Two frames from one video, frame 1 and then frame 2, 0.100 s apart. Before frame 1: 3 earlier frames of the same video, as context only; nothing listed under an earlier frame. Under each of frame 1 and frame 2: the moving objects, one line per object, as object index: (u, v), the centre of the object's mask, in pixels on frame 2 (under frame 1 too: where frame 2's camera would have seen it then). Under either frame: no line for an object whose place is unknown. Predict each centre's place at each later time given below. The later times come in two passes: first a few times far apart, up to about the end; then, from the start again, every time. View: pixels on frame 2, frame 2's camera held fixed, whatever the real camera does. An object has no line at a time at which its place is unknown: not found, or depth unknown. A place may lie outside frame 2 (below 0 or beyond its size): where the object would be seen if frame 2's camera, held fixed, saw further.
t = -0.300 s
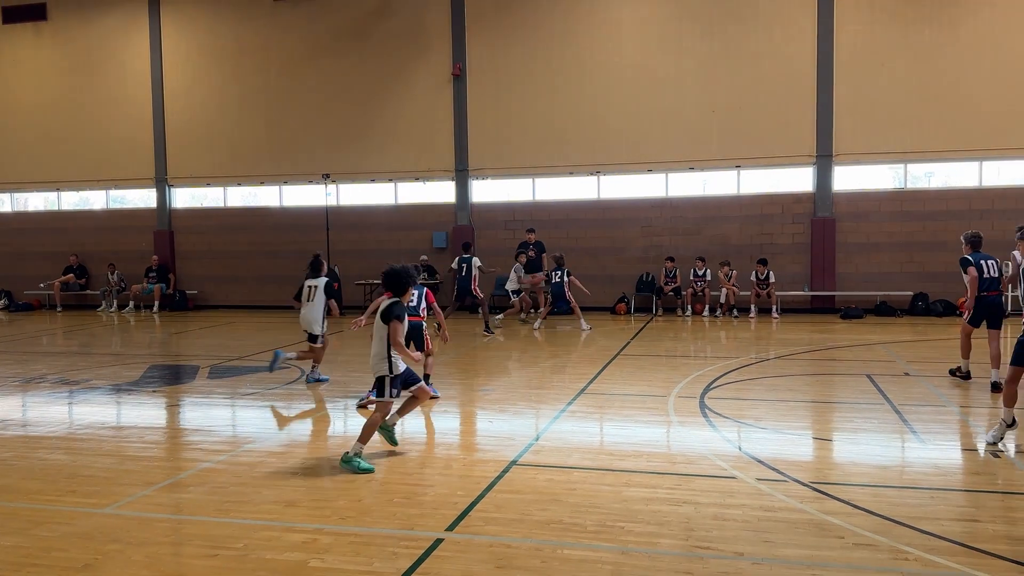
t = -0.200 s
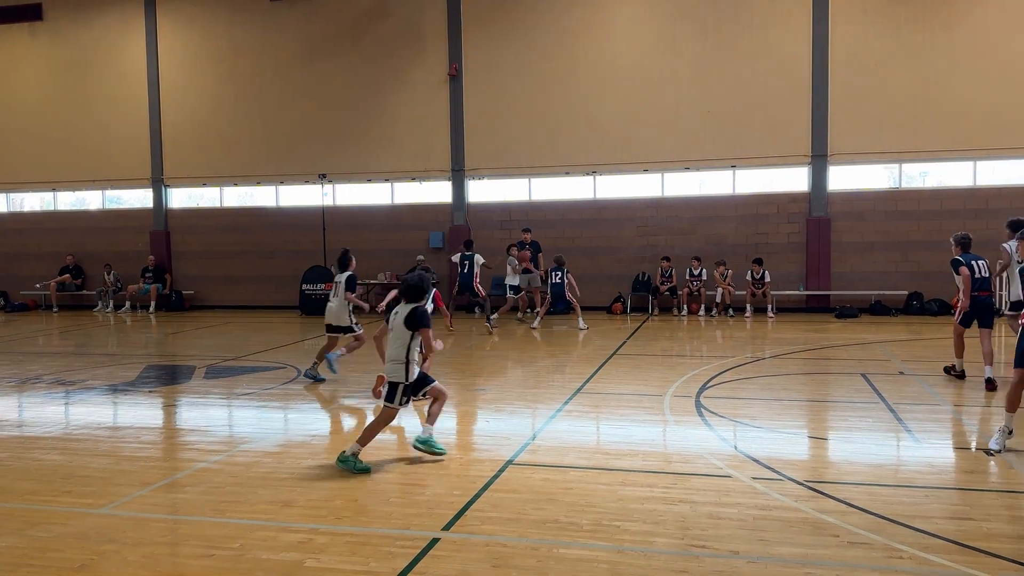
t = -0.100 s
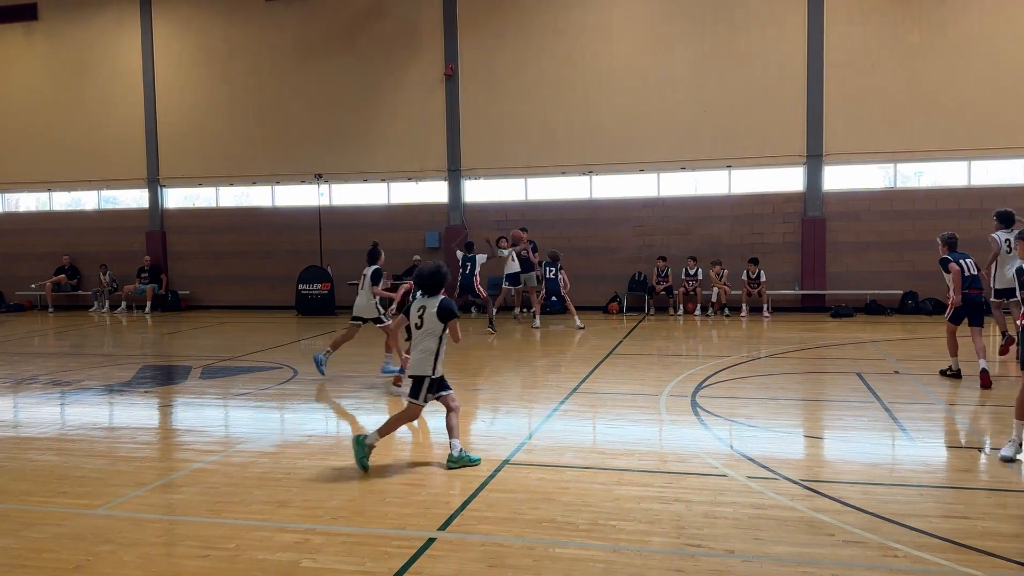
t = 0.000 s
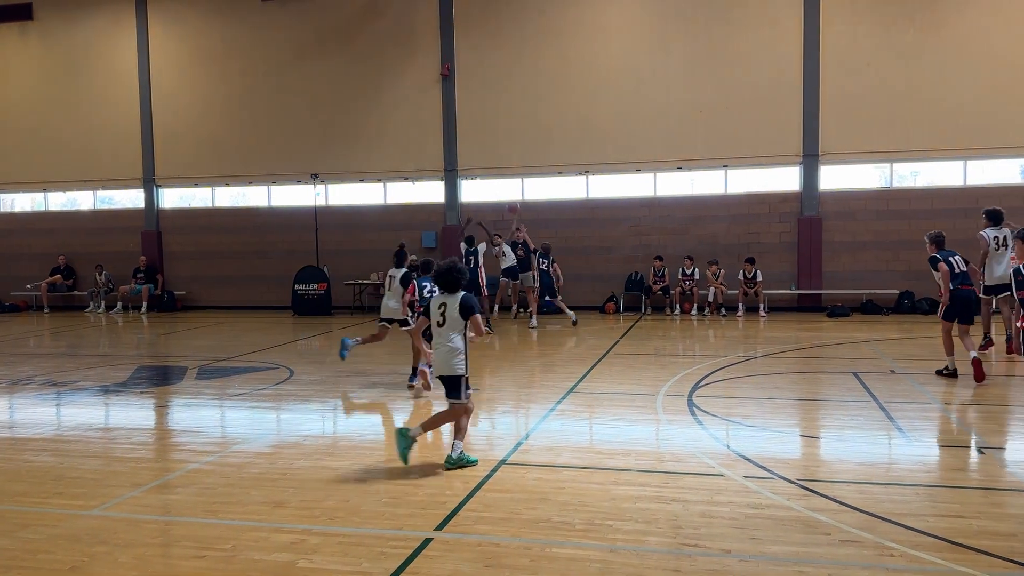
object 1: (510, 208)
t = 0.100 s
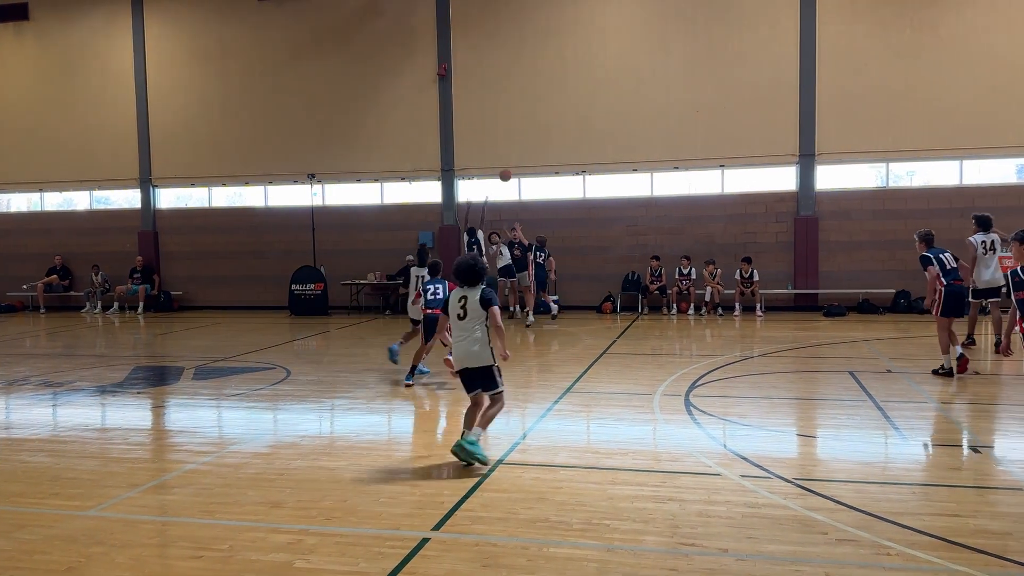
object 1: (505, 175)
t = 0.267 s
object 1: (496, 131)
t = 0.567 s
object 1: (476, 79)
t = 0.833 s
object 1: (451, 77)
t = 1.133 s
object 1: (416, 154)
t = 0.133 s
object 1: (504, 166)
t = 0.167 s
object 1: (502, 157)
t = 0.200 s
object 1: (500, 148)
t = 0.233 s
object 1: (498, 139)
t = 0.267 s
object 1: (496, 131)
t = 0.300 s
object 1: (494, 123)
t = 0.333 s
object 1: (492, 116)
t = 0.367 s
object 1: (490, 109)
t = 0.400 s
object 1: (488, 103)
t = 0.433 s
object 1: (486, 97)
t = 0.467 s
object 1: (483, 91)
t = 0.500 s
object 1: (481, 87)
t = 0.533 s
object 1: (478, 82)
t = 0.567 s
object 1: (476, 79)
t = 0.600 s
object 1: (473, 76)
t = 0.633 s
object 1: (471, 74)
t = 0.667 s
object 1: (468, 72)
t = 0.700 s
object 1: (465, 71)
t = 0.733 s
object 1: (462, 71)
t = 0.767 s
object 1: (458, 73)
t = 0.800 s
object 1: (455, 74)
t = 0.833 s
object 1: (451, 77)
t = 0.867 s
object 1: (448, 81)
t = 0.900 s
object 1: (445, 85)
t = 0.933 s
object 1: (441, 91)
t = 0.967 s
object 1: (438, 99)
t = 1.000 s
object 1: (433, 107)
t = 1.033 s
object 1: (430, 116)
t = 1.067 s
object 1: (425, 127)
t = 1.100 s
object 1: (420, 140)
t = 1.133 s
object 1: (416, 154)
